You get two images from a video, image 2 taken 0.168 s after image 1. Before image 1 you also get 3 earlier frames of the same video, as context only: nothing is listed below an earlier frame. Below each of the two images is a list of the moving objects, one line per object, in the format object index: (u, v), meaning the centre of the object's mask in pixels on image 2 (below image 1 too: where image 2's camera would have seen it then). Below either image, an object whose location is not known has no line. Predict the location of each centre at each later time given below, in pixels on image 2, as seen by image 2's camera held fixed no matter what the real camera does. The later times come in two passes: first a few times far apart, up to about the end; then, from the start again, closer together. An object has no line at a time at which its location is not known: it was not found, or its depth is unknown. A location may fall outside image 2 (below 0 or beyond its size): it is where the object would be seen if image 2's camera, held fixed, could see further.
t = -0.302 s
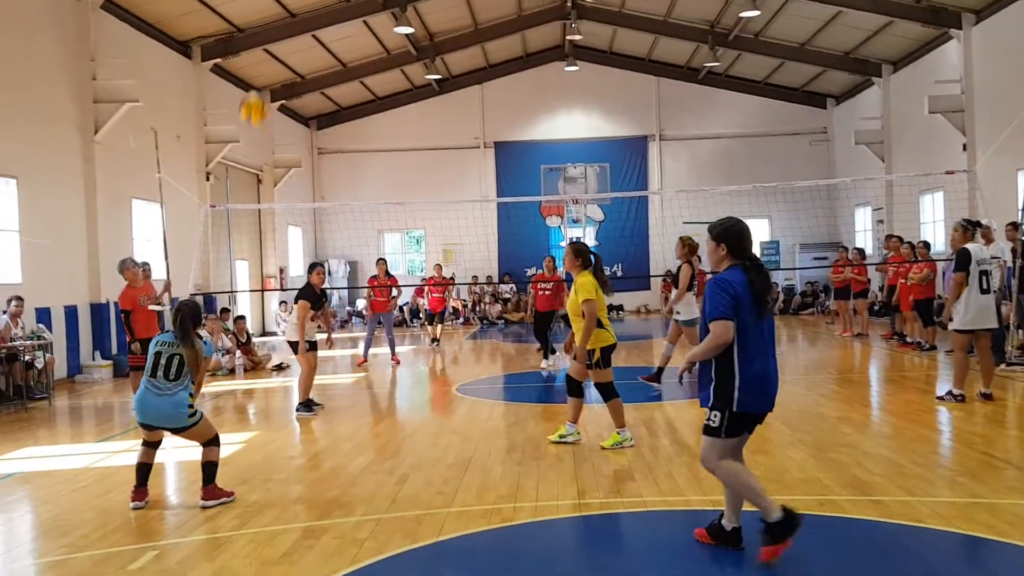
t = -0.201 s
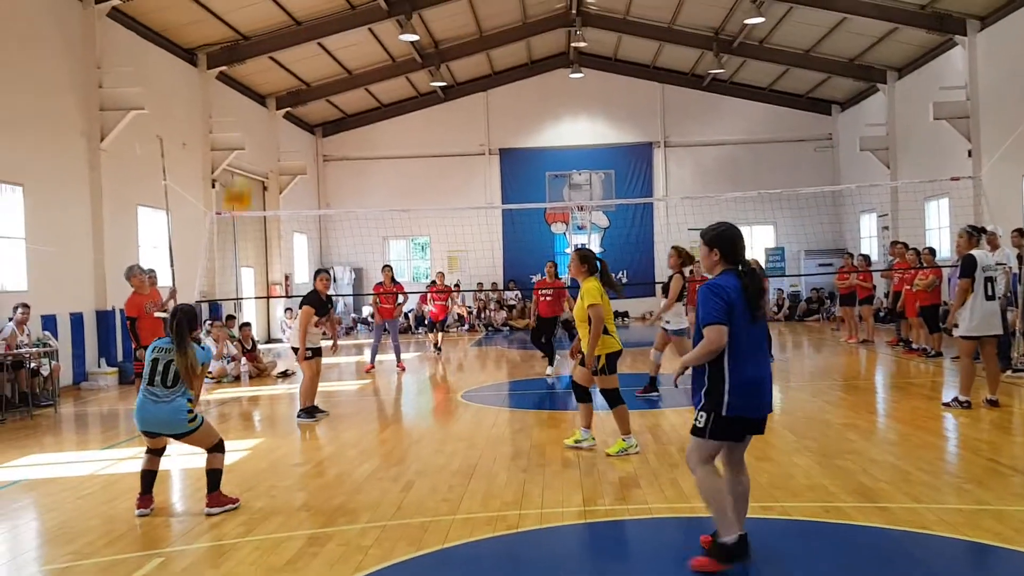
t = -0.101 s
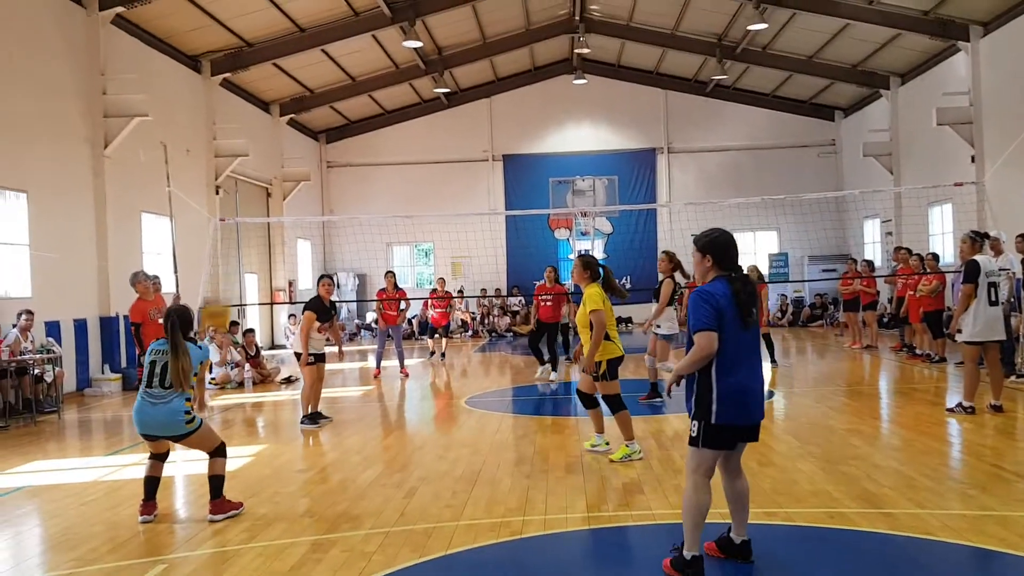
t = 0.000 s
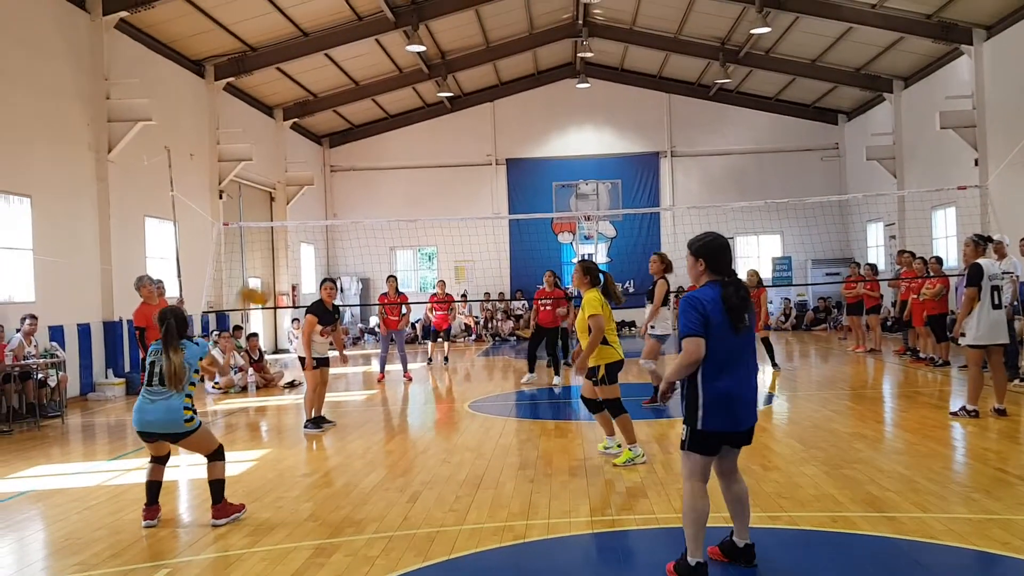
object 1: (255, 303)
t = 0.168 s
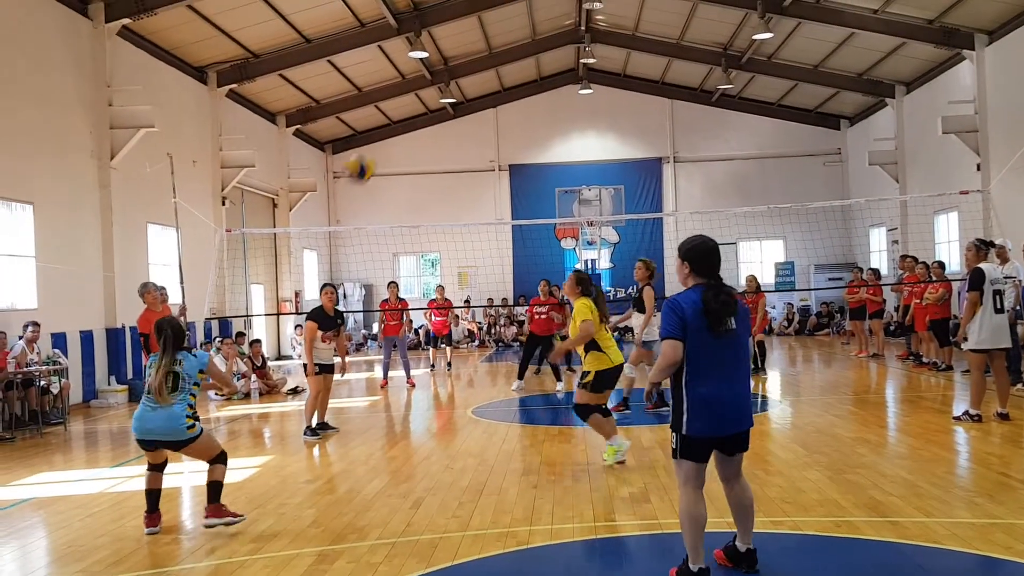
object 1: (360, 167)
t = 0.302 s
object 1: (430, 101)
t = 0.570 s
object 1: (559, 46)
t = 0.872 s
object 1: (679, 88)
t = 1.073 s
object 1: (746, 164)
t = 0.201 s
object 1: (378, 147)
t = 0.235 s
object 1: (396, 130)
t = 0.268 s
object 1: (414, 115)
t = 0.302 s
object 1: (430, 101)
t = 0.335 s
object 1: (448, 88)
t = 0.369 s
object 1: (463, 78)
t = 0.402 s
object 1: (480, 69)
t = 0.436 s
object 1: (496, 62)
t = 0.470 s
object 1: (513, 55)
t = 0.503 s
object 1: (529, 51)
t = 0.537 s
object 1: (544, 47)
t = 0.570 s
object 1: (559, 46)
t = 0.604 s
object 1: (573, 46)
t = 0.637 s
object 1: (587, 48)
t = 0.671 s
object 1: (600, 49)
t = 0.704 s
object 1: (615, 53)
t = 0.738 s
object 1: (627, 58)
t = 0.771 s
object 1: (639, 64)
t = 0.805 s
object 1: (654, 71)
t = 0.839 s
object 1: (667, 79)
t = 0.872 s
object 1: (679, 88)
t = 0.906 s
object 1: (691, 98)
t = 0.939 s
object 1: (703, 109)
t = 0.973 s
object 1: (714, 122)
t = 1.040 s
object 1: (737, 151)
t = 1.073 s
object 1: (746, 164)
